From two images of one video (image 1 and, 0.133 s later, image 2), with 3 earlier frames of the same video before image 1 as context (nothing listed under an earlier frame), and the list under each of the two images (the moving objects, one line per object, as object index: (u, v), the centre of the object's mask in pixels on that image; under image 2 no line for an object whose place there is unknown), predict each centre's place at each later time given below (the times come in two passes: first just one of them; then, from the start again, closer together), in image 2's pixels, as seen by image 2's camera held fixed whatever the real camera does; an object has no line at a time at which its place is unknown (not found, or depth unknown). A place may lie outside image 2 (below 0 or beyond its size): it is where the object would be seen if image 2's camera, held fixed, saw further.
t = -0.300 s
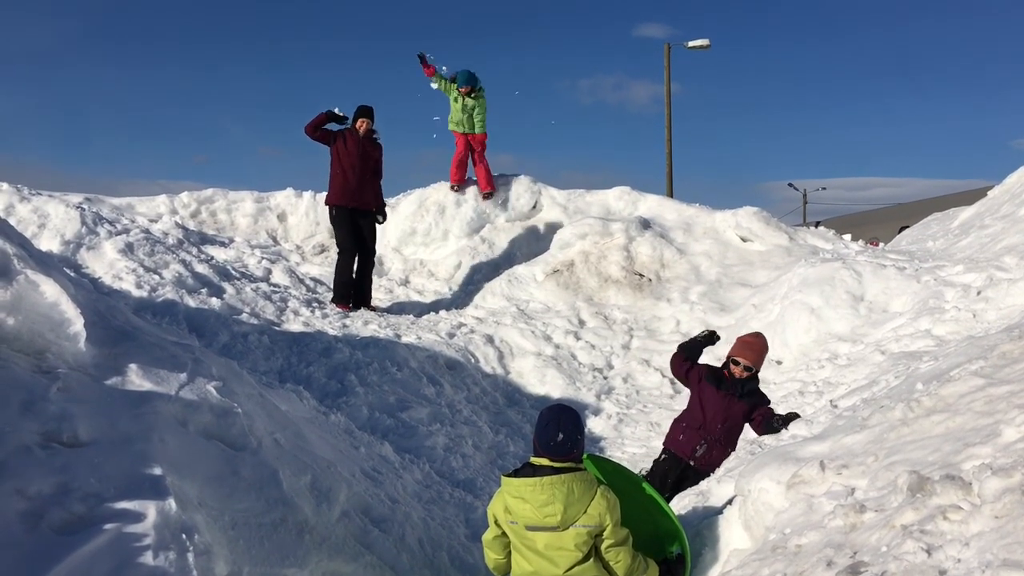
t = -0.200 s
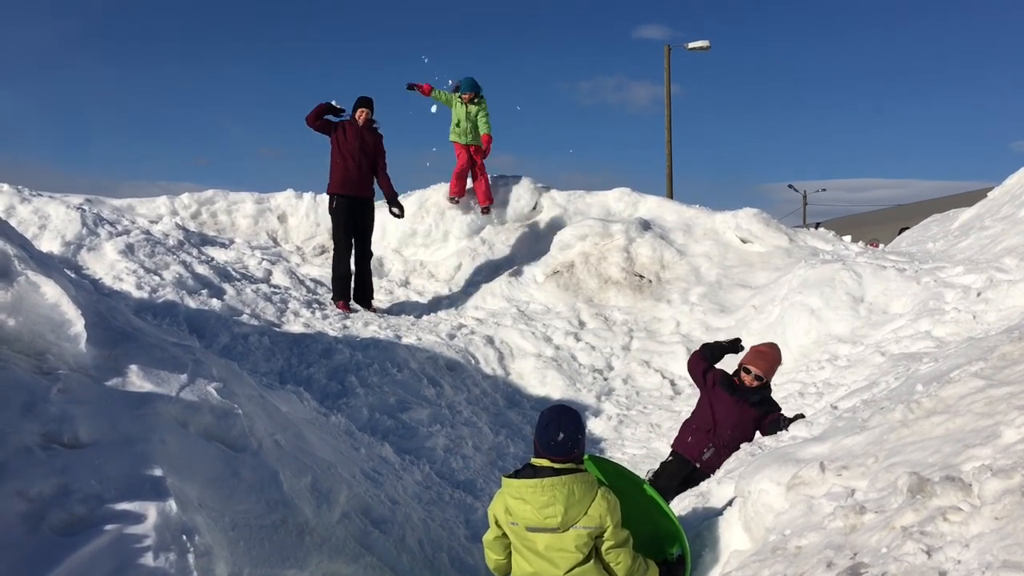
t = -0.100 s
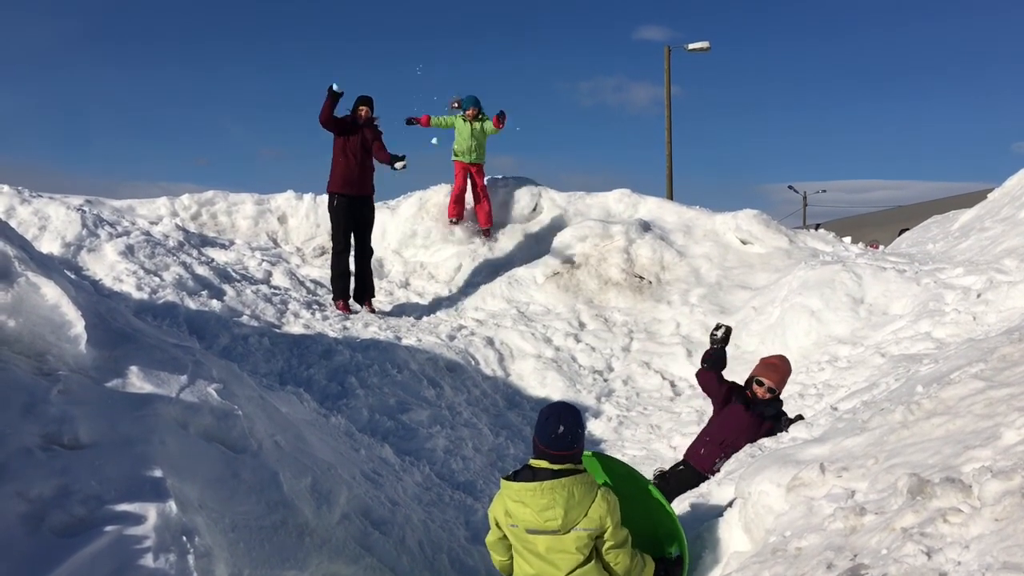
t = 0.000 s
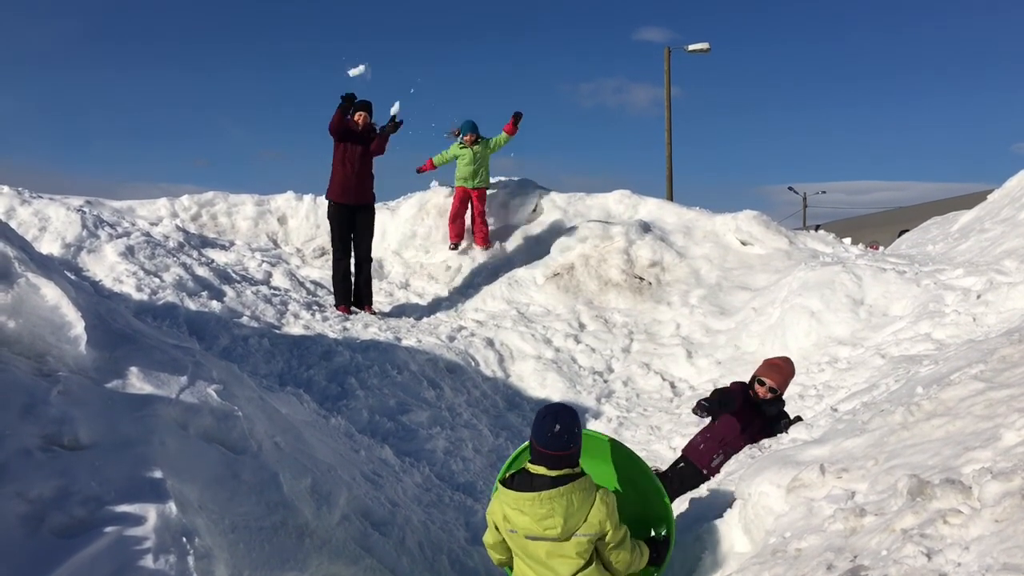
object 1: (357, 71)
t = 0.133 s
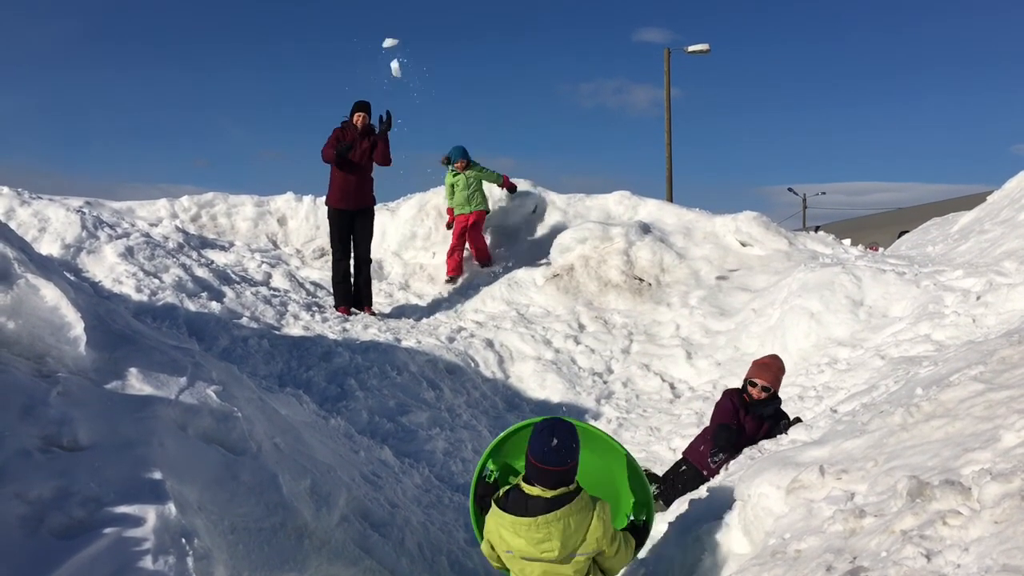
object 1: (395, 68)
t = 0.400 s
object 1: (517, 167)
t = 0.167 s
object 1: (407, 71)
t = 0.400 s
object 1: (517, 167)
